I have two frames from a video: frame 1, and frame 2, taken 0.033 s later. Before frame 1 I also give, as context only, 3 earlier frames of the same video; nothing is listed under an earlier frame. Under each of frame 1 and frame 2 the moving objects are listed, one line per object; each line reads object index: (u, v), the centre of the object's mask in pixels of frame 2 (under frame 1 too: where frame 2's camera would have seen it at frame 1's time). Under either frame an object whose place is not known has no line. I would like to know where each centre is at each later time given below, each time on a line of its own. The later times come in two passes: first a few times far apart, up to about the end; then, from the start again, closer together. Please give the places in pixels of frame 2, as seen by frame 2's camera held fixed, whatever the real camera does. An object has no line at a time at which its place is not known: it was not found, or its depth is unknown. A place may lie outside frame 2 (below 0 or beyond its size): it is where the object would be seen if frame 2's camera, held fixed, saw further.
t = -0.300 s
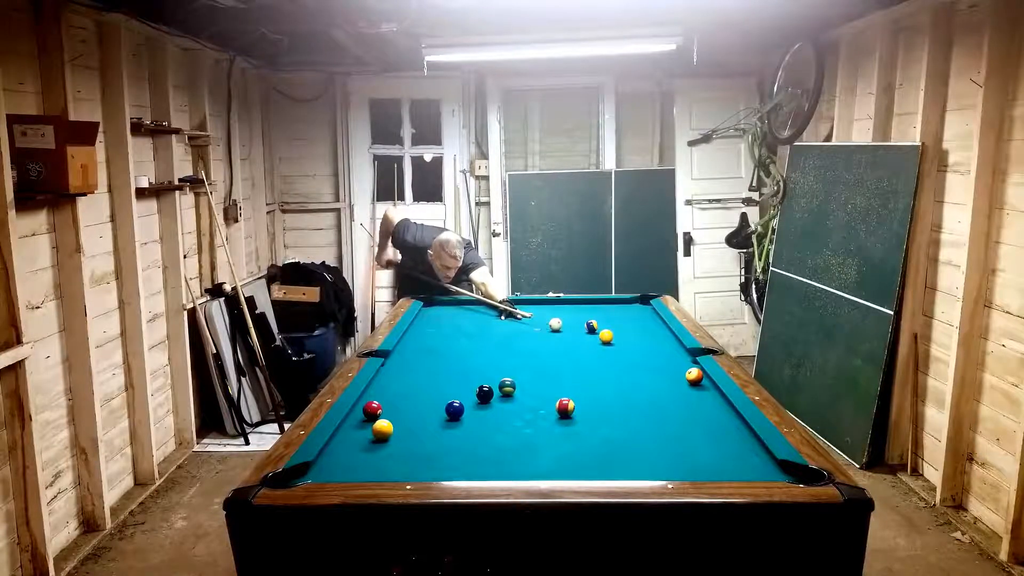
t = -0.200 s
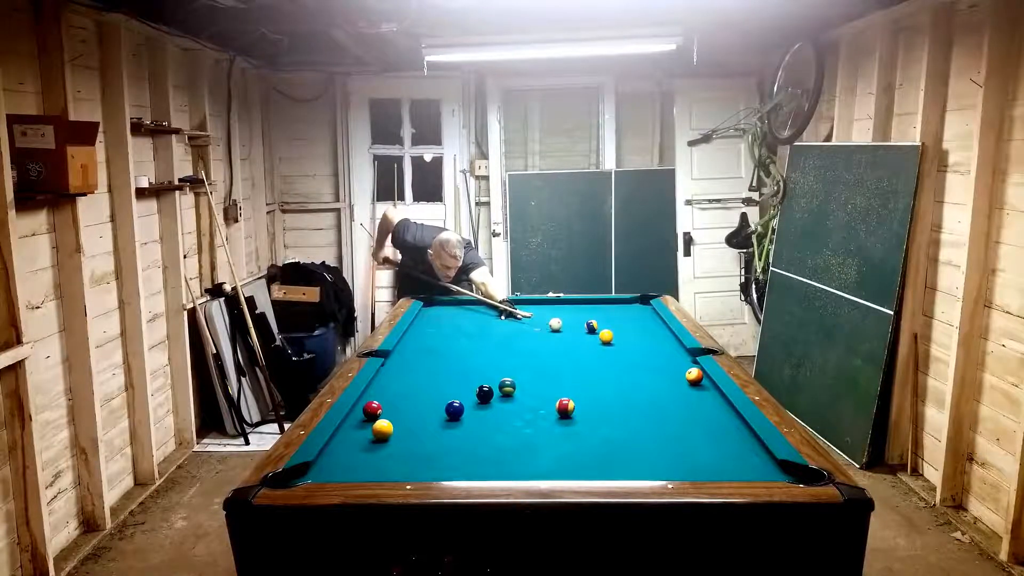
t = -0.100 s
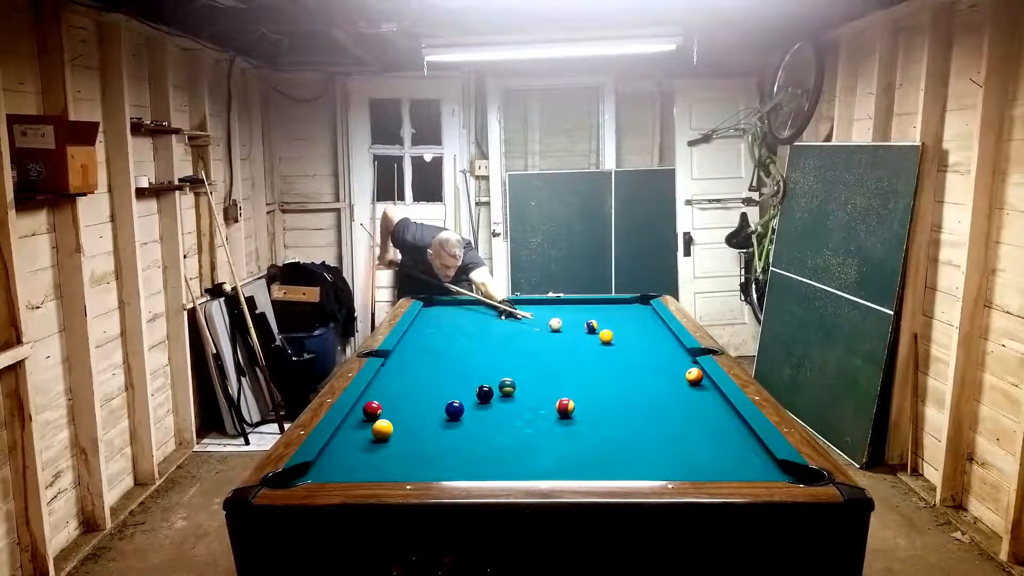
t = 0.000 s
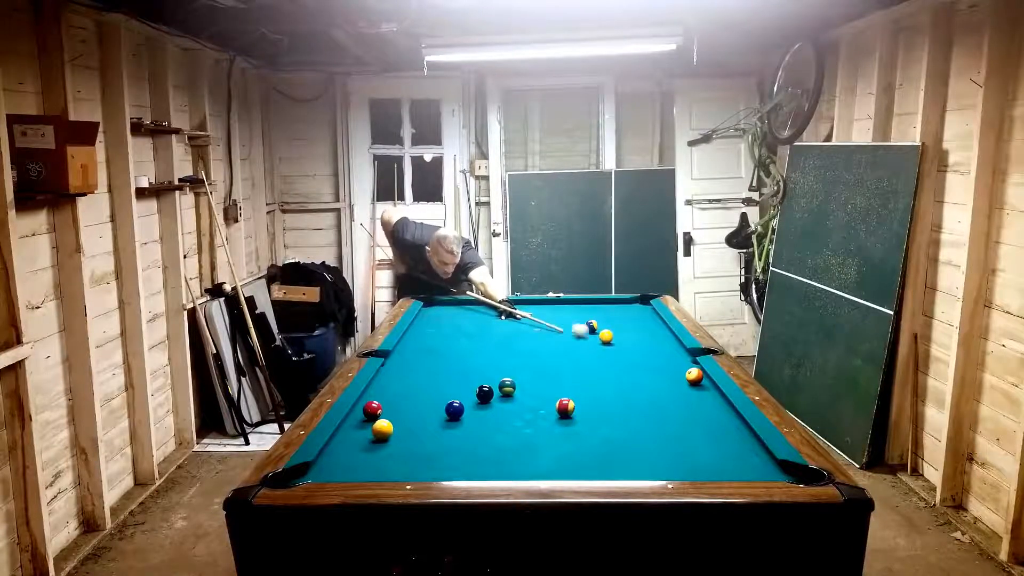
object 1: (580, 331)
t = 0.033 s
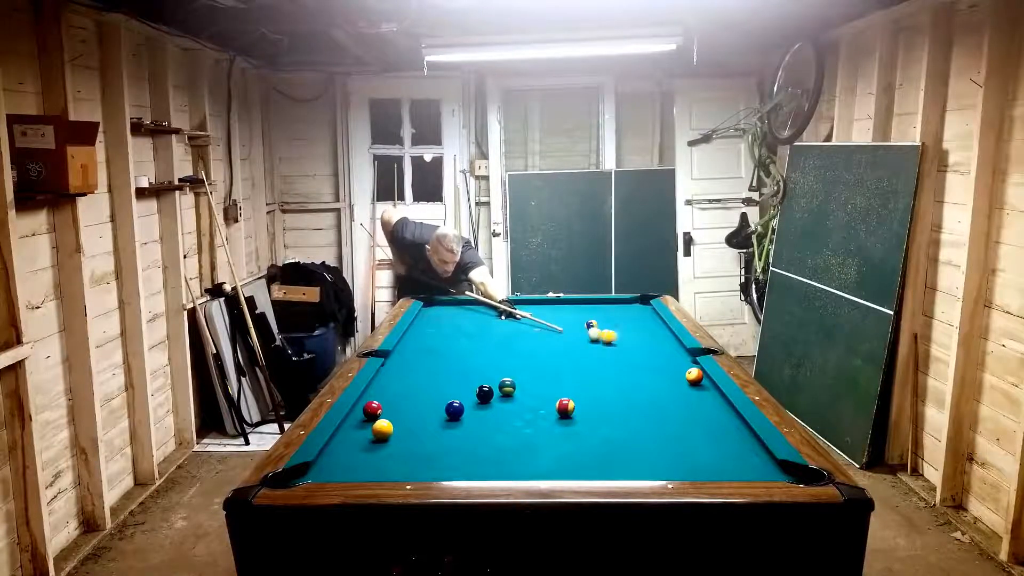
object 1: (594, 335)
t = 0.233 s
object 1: (578, 336)
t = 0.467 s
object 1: (558, 336)
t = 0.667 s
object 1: (542, 336)
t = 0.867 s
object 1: (526, 337)
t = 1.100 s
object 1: (510, 337)
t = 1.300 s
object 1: (497, 338)
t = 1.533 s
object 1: (484, 338)
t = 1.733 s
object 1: (474, 338)
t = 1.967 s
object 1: (464, 339)
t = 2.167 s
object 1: (456, 339)
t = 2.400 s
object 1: (448, 339)
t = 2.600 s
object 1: (444, 340)
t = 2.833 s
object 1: (438, 340)
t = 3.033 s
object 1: (435, 340)
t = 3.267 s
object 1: (432, 340)
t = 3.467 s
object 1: (432, 340)
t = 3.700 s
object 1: (432, 340)
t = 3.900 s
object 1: (432, 340)
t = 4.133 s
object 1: (432, 340)
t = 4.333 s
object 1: (432, 340)
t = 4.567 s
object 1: (432, 340)
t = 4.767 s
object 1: (432, 340)
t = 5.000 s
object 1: (432, 340)
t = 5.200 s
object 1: (432, 340)
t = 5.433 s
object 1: (432, 340)
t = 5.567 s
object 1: (432, 340)
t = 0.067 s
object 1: (592, 335)
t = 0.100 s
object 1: (590, 336)
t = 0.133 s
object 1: (587, 336)
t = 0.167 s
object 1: (584, 336)
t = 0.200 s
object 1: (581, 336)
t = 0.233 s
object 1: (578, 336)
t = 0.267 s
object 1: (575, 336)
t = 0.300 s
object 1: (572, 336)
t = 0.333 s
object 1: (569, 336)
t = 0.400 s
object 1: (563, 336)
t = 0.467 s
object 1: (558, 336)
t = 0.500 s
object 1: (555, 336)
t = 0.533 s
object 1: (552, 336)
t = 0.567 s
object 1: (549, 336)
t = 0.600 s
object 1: (547, 336)
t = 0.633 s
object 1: (544, 337)
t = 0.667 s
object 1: (542, 336)
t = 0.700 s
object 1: (539, 337)
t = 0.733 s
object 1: (536, 337)
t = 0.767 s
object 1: (533, 337)
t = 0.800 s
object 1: (531, 337)
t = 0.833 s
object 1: (529, 337)
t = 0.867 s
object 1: (526, 337)
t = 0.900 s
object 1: (524, 337)
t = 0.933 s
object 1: (521, 337)
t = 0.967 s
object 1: (519, 337)
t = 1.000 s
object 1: (517, 337)
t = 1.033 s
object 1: (515, 337)
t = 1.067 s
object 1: (512, 337)
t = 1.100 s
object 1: (510, 337)
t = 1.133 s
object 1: (508, 337)
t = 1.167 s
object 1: (506, 337)
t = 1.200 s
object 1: (504, 338)
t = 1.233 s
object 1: (501, 338)
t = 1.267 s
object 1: (499, 338)
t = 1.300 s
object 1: (497, 338)
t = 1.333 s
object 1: (495, 338)
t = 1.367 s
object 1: (493, 338)
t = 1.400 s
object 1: (492, 338)
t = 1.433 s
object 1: (489, 338)
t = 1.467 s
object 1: (487, 338)
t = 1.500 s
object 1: (486, 338)
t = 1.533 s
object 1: (484, 338)
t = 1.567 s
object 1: (482, 338)
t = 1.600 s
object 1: (481, 338)
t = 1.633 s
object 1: (479, 338)
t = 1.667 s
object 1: (477, 338)
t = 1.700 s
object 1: (476, 338)
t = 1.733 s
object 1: (474, 338)
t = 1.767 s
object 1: (473, 338)
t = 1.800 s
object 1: (471, 338)
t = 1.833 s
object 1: (470, 338)
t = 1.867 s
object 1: (468, 338)
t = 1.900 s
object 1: (467, 338)
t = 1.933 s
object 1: (465, 338)
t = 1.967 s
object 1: (464, 339)
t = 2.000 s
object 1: (462, 339)
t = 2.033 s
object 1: (461, 339)
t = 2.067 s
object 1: (460, 339)
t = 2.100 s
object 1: (458, 339)
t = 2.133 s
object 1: (457, 339)
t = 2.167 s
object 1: (456, 339)
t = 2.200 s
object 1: (455, 339)
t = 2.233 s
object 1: (453, 339)
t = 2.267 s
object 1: (452, 339)
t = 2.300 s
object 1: (451, 339)
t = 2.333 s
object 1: (450, 339)
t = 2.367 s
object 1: (450, 339)
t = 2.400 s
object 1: (448, 339)
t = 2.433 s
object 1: (447, 339)
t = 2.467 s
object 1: (446, 340)
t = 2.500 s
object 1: (446, 340)
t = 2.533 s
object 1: (445, 340)
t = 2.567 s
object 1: (444, 340)
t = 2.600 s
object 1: (444, 340)
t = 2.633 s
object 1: (442, 340)
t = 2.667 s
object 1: (441, 340)
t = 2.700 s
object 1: (440, 340)
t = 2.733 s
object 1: (439, 340)
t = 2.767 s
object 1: (439, 340)
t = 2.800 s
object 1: (438, 340)
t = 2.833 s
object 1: (438, 340)
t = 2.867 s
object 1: (437, 340)
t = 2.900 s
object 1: (437, 340)
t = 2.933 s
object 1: (436, 340)
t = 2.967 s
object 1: (435, 340)
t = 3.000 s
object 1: (435, 340)
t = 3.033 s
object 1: (435, 340)
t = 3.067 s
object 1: (434, 340)
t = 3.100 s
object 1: (434, 340)
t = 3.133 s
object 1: (433, 340)
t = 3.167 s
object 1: (433, 340)
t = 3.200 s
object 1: (433, 340)
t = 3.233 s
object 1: (432, 340)
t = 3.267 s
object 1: (432, 340)
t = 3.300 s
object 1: (432, 340)
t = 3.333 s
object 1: (432, 340)
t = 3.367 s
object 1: (432, 340)
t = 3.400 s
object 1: (432, 340)
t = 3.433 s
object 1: (432, 340)
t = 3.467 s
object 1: (432, 340)
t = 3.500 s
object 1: (432, 340)
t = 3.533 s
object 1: (432, 340)
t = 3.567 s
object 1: (432, 340)
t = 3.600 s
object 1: (432, 340)
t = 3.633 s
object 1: (432, 340)
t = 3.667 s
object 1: (432, 340)
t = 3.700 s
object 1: (432, 340)
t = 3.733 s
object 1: (432, 340)
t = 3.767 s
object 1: (432, 340)
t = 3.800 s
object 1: (432, 340)
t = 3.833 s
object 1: (432, 340)
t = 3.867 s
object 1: (432, 340)
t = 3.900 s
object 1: (432, 340)
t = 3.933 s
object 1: (432, 340)
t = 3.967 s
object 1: (432, 340)
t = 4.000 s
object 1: (432, 340)
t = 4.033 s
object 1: (432, 340)
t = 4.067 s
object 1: (432, 340)
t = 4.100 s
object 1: (432, 340)
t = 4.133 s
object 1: (432, 340)
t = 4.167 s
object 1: (432, 340)
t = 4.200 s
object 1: (432, 340)
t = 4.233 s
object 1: (432, 340)
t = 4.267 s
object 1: (432, 340)
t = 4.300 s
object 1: (432, 340)
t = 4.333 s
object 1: (432, 340)
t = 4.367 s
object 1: (432, 340)
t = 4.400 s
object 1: (432, 340)
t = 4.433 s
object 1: (432, 340)
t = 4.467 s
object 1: (432, 340)
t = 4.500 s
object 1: (432, 340)
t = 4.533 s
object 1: (432, 340)
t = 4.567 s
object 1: (432, 340)
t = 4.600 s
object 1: (432, 340)
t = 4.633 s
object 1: (432, 340)
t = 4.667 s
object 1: (432, 340)
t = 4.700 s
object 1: (432, 340)
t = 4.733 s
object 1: (432, 340)
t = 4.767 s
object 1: (432, 340)
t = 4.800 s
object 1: (432, 340)
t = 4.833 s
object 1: (432, 340)
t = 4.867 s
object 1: (432, 340)
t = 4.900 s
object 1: (432, 340)
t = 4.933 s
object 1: (432, 340)
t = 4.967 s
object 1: (432, 340)
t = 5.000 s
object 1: (432, 340)
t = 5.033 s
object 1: (432, 340)
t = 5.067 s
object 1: (432, 340)
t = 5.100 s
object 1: (432, 340)
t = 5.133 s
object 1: (432, 340)
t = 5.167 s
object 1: (432, 340)
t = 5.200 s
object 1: (432, 340)
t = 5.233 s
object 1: (432, 340)
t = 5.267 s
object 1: (432, 340)
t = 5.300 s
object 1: (432, 340)
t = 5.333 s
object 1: (432, 340)
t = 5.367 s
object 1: (432, 340)
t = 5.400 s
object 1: (432, 340)
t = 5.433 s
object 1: (432, 340)
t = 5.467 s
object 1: (432, 340)
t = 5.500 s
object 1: (432, 340)
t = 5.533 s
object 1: (432, 340)
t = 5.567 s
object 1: (432, 340)
